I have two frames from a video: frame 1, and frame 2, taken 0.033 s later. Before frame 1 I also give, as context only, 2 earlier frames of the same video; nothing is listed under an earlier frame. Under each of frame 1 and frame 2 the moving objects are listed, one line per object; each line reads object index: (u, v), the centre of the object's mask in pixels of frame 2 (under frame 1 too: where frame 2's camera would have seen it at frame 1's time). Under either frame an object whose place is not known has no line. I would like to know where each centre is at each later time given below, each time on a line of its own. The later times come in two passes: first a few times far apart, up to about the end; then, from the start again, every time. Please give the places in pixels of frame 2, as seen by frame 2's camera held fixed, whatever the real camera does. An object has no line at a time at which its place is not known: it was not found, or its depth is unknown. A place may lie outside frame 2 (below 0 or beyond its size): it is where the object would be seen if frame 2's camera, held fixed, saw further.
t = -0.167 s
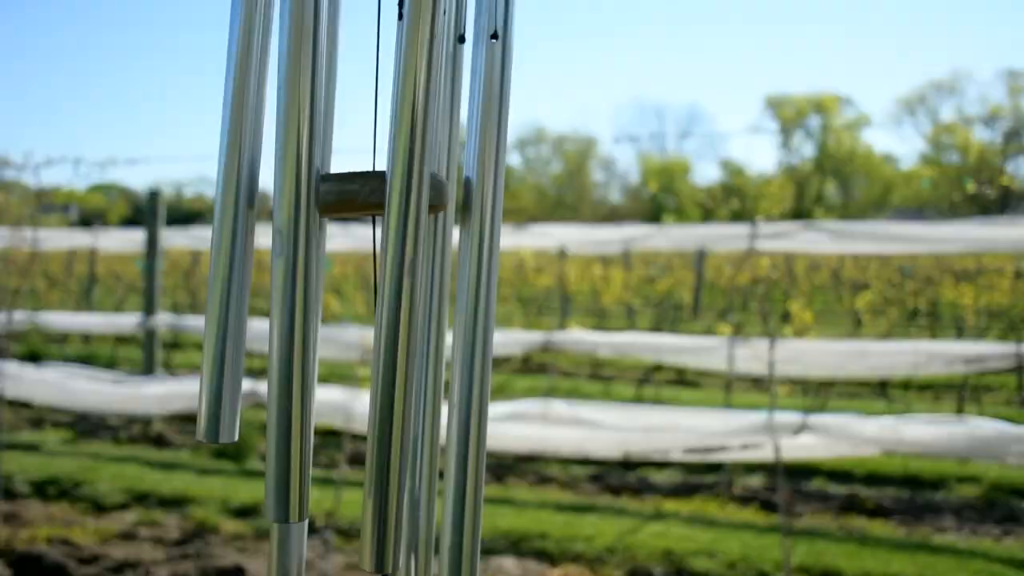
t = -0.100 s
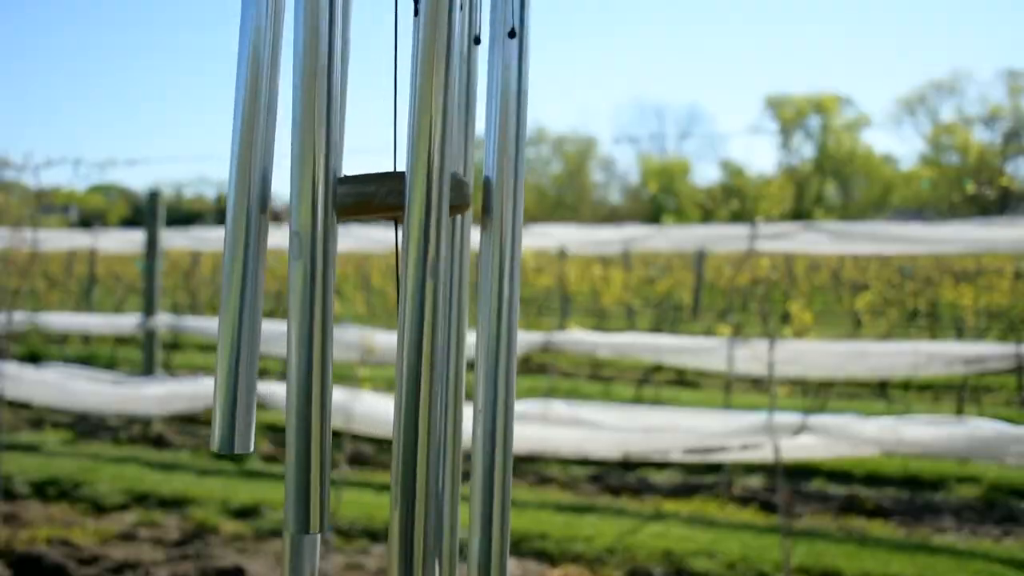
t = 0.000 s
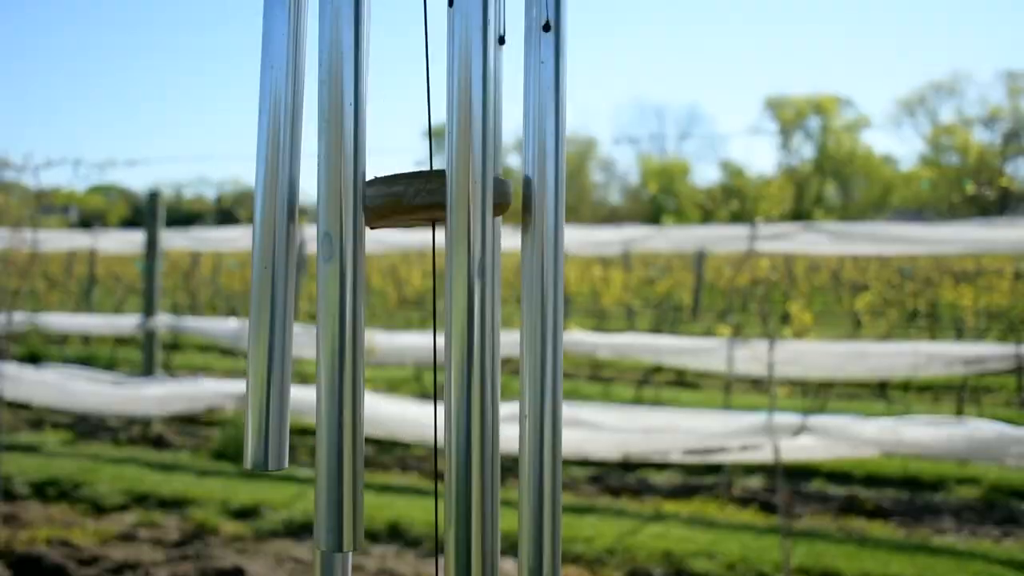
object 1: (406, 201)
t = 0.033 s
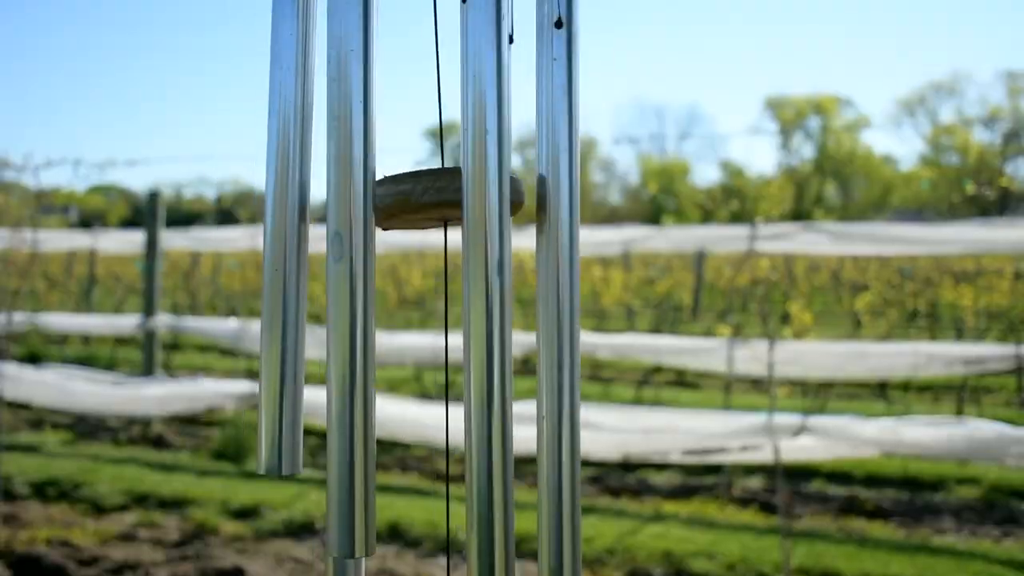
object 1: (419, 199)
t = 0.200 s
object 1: (486, 189)
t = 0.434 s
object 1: (526, 177)
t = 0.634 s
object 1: (497, 182)
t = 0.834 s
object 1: (428, 194)
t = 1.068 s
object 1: (362, 196)
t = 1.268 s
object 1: (341, 193)
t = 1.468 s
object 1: (368, 196)
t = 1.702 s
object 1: (440, 195)
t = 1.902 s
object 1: (506, 186)
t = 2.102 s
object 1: (529, 181)
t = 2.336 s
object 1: (485, 186)
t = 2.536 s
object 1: (412, 195)
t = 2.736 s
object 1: (357, 196)
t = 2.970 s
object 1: (346, 195)
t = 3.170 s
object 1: (384, 197)
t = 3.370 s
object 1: (442, 197)
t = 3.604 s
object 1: (502, 189)
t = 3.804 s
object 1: (506, 185)
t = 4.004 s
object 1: (457, 190)
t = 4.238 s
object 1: (371, 195)
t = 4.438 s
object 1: (321, 193)
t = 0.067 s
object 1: (433, 198)
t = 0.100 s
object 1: (448, 196)
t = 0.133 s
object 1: (461, 195)
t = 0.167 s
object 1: (475, 191)
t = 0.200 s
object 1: (486, 189)
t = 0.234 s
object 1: (498, 186)
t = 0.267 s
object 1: (507, 183)
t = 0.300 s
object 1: (514, 181)
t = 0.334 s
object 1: (518, 181)
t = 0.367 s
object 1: (521, 178)
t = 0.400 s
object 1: (523, 178)
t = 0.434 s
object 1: (526, 177)
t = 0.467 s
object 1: (526, 178)
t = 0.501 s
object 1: (526, 177)
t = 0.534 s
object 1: (520, 179)
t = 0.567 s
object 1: (514, 179)
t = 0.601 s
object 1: (505, 180)
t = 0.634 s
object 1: (497, 182)
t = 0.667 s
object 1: (487, 185)
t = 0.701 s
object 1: (476, 187)
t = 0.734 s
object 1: (463, 189)
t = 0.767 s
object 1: (452, 191)
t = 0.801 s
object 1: (439, 193)
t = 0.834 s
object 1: (428, 194)
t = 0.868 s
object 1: (417, 194)
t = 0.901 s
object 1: (406, 195)
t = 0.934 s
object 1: (395, 196)
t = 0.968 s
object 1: (385, 196)
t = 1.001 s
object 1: (376, 196)
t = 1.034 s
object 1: (369, 196)
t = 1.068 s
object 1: (362, 196)
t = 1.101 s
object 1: (355, 196)
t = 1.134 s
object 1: (350, 195)
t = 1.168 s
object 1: (346, 194)
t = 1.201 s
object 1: (343, 194)
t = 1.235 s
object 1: (341, 193)
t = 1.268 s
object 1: (341, 193)
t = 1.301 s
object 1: (342, 193)
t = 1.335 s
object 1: (345, 194)
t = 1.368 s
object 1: (348, 194)
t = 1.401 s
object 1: (354, 195)
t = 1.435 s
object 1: (360, 195)
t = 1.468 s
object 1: (368, 196)
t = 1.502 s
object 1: (376, 196)
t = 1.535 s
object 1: (385, 197)
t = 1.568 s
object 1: (395, 197)
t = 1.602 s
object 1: (405, 197)
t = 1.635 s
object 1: (417, 197)
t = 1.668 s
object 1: (428, 196)
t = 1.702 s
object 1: (440, 195)
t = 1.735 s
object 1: (452, 193)
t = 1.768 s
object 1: (463, 191)
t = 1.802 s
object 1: (476, 190)
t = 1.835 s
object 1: (487, 188)
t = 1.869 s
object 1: (498, 187)
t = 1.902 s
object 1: (506, 186)
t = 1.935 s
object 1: (515, 185)
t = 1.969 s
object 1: (521, 183)
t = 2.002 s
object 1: (526, 183)
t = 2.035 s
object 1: (529, 182)
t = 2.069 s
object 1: (530, 181)
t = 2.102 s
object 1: (529, 181)
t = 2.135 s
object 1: (526, 180)
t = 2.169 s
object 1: (523, 180)
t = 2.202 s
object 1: (519, 180)
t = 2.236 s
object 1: (513, 181)
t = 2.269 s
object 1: (505, 182)
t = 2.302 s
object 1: (495, 184)
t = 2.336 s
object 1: (485, 186)
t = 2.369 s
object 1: (473, 187)
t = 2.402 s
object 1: (461, 188)
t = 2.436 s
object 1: (449, 191)
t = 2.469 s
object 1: (436, 193)
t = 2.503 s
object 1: (424, 194)
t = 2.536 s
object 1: (412, 195)
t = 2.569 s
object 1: (400, 196)
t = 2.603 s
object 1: (389, 196)
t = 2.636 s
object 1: (379, 196)
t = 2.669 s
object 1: (370, 196)
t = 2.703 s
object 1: (362, 196)
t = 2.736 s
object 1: (357, 196)
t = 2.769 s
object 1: (351, 196)
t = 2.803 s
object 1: (348, 196)
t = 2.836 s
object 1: (344, 196)
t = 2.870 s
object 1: (343, 195)
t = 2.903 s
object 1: (343, 195)
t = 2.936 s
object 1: (344, 195)
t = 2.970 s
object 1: (346, 195)
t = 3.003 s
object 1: (349, 195)
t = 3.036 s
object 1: (354, 195)
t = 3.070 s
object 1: (360, 196)
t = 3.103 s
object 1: (367, 196)
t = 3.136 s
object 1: (375, 197)
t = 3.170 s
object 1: (384, 197)
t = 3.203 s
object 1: (393, 198)
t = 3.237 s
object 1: (403, 198)
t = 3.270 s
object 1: (412, 198)
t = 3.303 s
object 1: (422, 198)
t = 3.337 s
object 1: (432, 198)
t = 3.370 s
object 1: (442, 197)
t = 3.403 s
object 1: (452, 197)
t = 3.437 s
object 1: (462, 196)
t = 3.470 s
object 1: (471, 195)
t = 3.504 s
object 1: (481, 193)
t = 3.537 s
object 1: (489, 192)
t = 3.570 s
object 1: (496, 190)
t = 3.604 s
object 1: (502, 189)
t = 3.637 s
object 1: (507, 187)
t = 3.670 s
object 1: (510, 186)
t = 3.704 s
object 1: (511, 186)
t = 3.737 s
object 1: (510, 185)
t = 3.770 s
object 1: (509, 185)
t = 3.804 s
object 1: (506, 185)
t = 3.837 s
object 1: (500, 186)
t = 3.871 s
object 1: (494, 186)
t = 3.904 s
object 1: (486, 187)
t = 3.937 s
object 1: (477, 188)
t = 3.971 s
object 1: (467, 188)
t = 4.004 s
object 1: (457, 190)
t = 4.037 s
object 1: (446, 191)
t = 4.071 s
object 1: (434, 192)
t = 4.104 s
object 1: (420, 193)
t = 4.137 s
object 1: (406, 194)
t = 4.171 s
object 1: (394, 194)
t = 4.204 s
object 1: (382, 195)
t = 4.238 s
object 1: (371, 195)
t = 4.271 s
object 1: (361, 195)
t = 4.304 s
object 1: (351, 194)
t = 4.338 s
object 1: (342, 194)
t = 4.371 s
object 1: (334, 194)
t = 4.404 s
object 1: (327, 193)
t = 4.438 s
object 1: (321, 193)
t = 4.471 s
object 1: (316, 192)
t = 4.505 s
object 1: (312, 191)
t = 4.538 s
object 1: (310, 191)
